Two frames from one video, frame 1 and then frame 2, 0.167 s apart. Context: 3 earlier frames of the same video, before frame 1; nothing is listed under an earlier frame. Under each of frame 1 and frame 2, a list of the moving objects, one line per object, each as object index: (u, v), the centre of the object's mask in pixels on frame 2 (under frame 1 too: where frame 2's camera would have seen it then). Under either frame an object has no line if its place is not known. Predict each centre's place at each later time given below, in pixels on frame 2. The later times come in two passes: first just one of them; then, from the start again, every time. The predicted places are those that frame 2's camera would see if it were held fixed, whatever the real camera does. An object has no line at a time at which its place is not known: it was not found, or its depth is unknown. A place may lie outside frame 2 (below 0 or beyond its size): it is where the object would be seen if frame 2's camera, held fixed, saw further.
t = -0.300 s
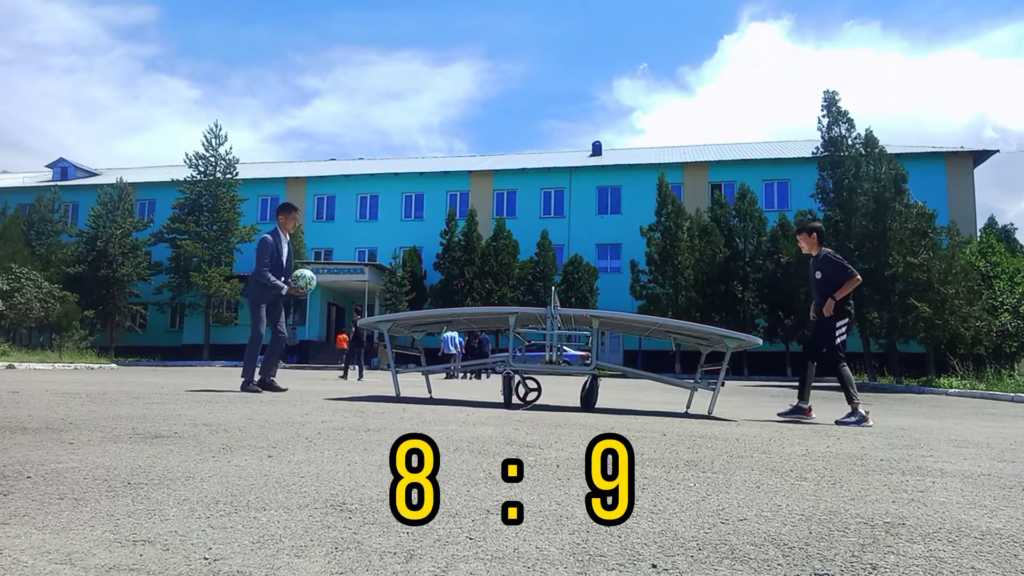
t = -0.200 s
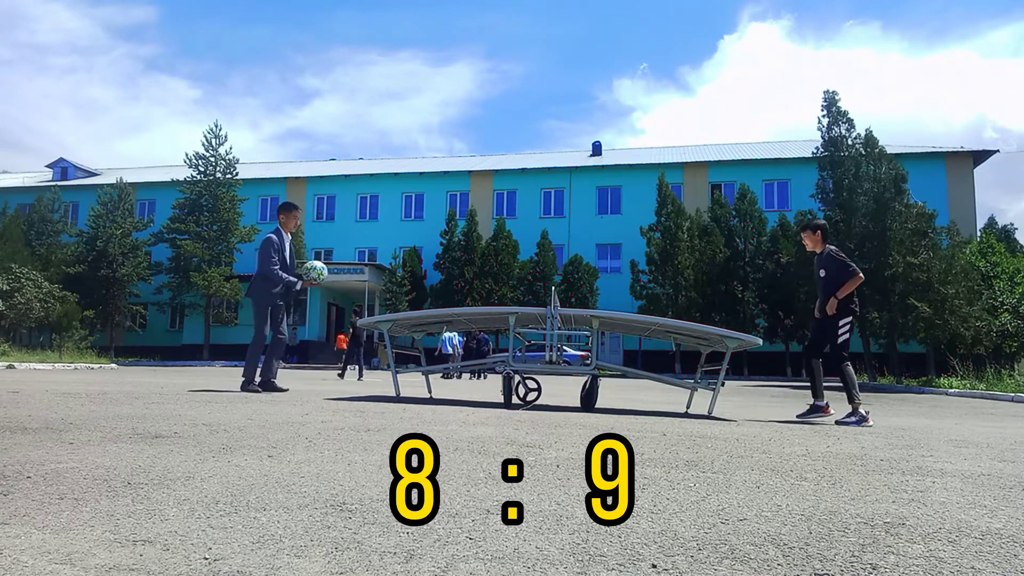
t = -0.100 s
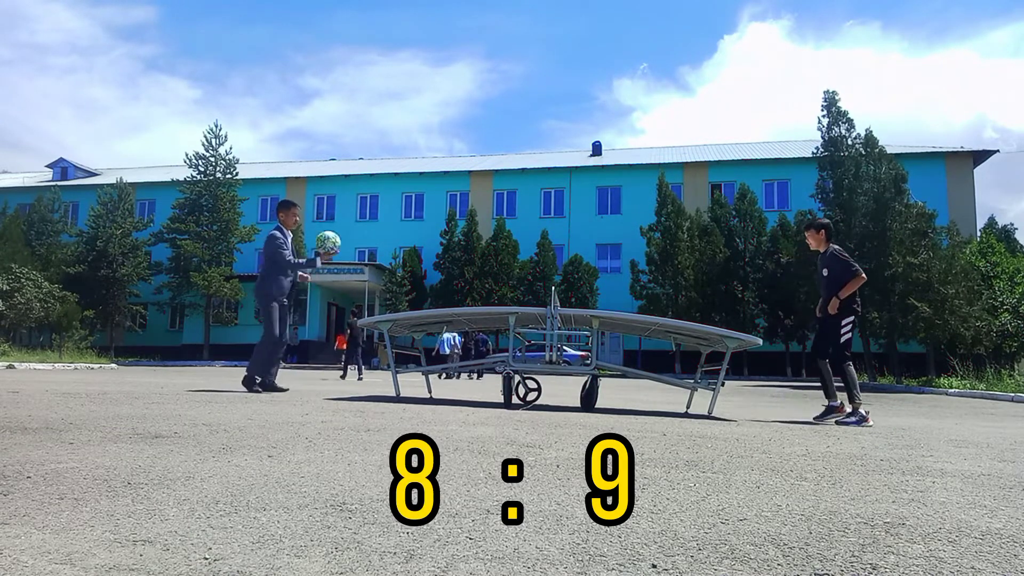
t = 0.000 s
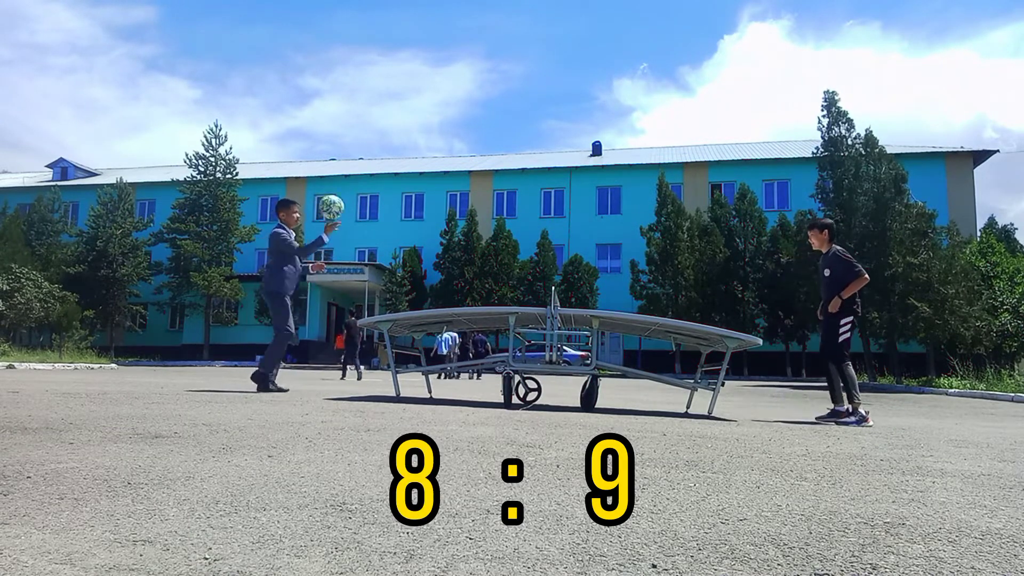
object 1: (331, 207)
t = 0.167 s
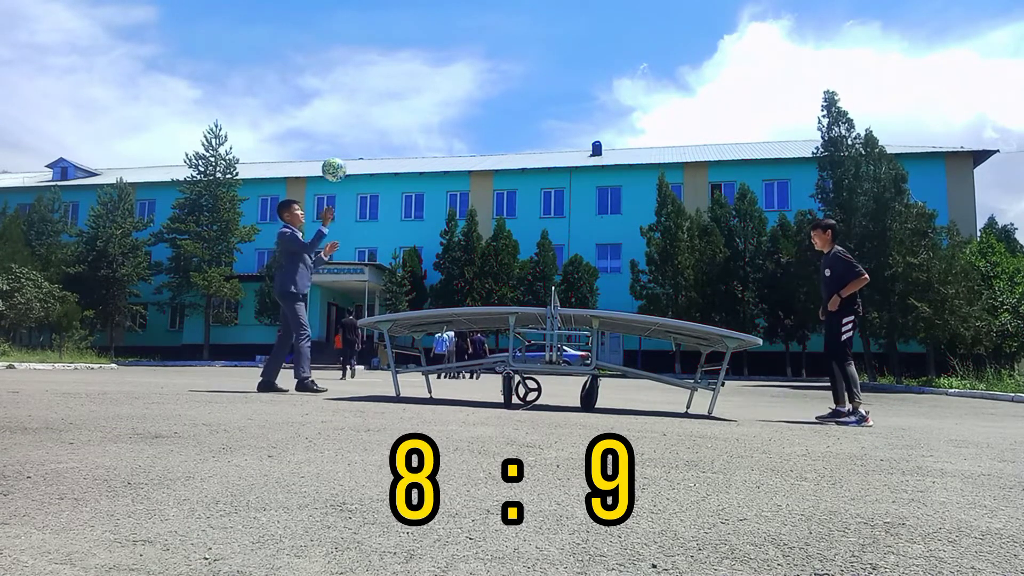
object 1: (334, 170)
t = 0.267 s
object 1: (335, 161)
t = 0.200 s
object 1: (334, 166)
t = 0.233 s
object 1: (335, 163)
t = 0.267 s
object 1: (335, 161)
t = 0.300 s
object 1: (335, 160)
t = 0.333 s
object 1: (335, 161)
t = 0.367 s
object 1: (335, 163)
